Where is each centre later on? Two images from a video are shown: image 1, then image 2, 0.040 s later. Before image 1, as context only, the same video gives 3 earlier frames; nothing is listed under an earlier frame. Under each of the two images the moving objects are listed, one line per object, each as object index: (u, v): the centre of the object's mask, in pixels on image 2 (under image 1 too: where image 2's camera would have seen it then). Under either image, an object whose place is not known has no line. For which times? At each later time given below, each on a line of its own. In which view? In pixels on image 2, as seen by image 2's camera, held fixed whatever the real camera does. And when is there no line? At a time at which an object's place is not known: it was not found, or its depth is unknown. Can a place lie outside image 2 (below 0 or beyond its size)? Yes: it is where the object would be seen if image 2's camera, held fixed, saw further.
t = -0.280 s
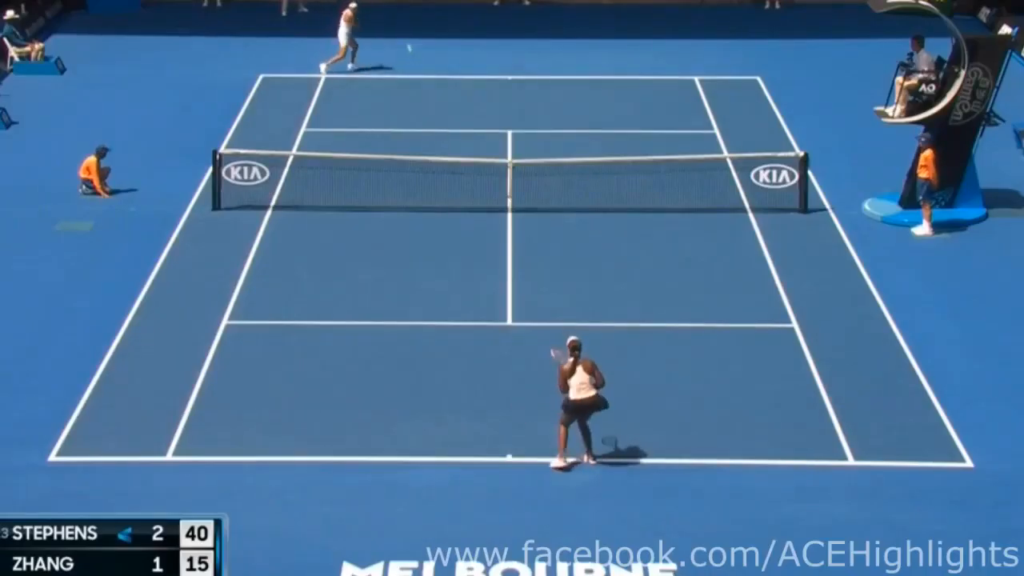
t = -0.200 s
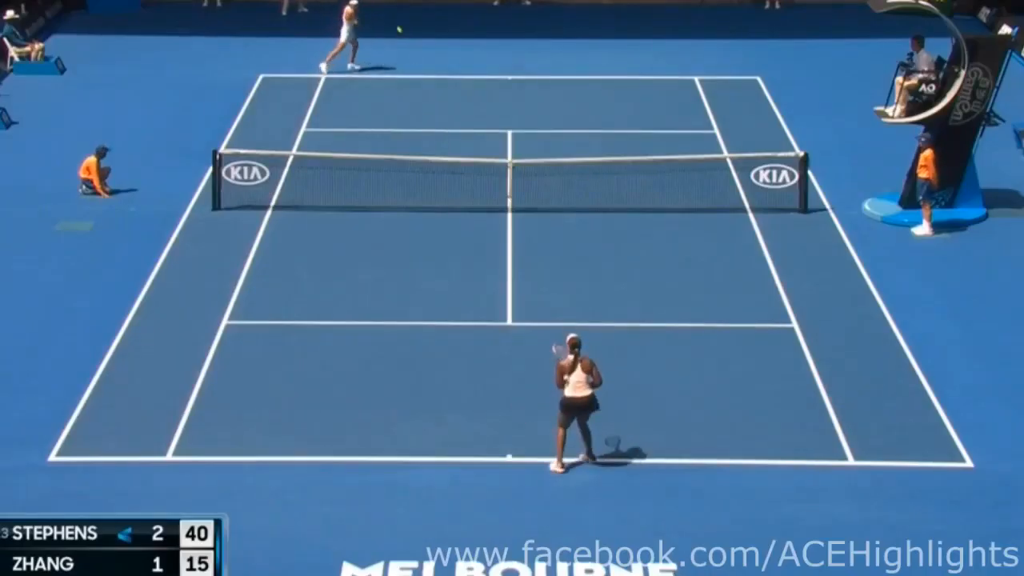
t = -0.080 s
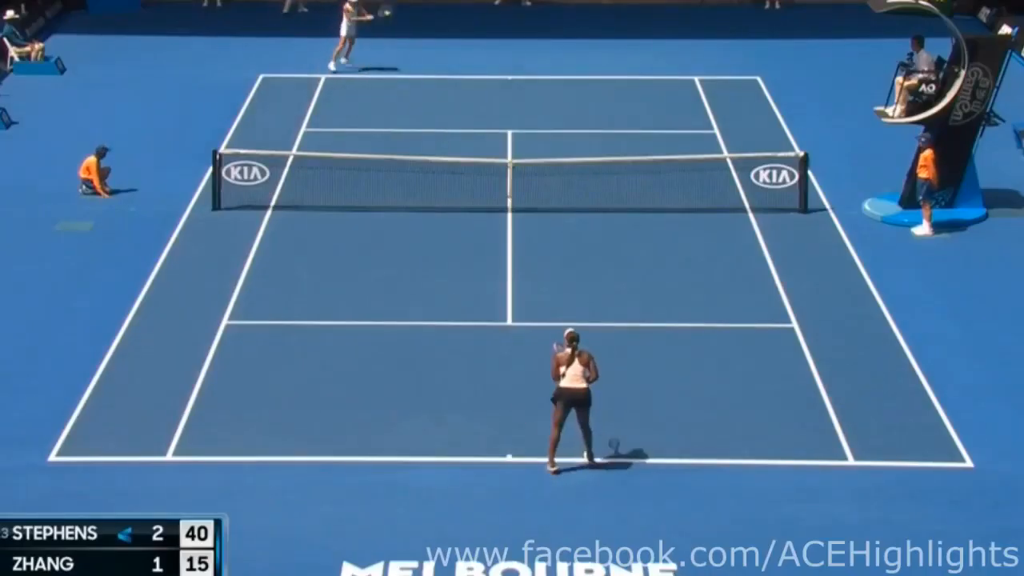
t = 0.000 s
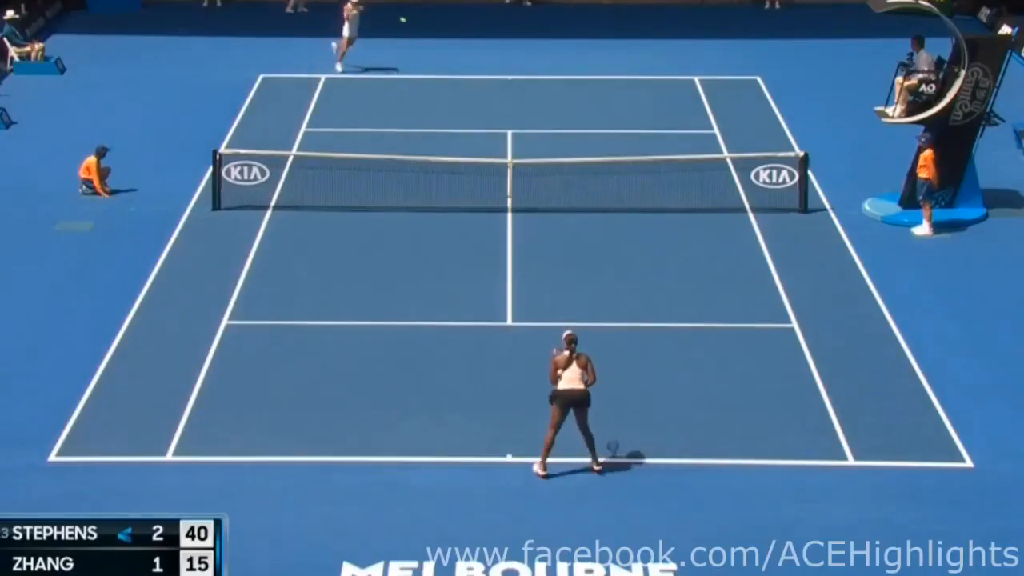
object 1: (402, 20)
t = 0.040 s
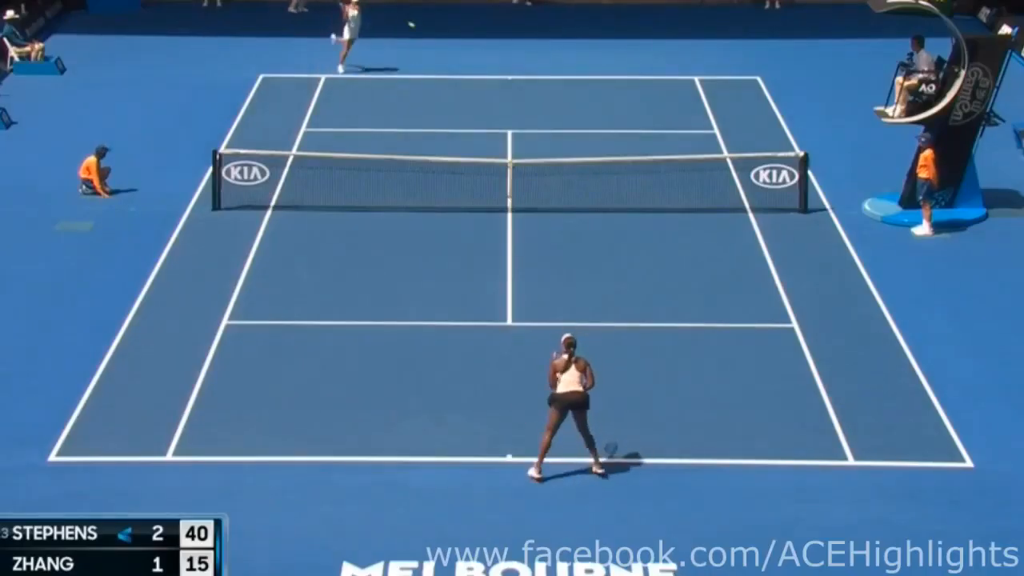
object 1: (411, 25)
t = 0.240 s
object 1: (458, 64)
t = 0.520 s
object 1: (538, 168)
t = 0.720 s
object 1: (608, 285)
